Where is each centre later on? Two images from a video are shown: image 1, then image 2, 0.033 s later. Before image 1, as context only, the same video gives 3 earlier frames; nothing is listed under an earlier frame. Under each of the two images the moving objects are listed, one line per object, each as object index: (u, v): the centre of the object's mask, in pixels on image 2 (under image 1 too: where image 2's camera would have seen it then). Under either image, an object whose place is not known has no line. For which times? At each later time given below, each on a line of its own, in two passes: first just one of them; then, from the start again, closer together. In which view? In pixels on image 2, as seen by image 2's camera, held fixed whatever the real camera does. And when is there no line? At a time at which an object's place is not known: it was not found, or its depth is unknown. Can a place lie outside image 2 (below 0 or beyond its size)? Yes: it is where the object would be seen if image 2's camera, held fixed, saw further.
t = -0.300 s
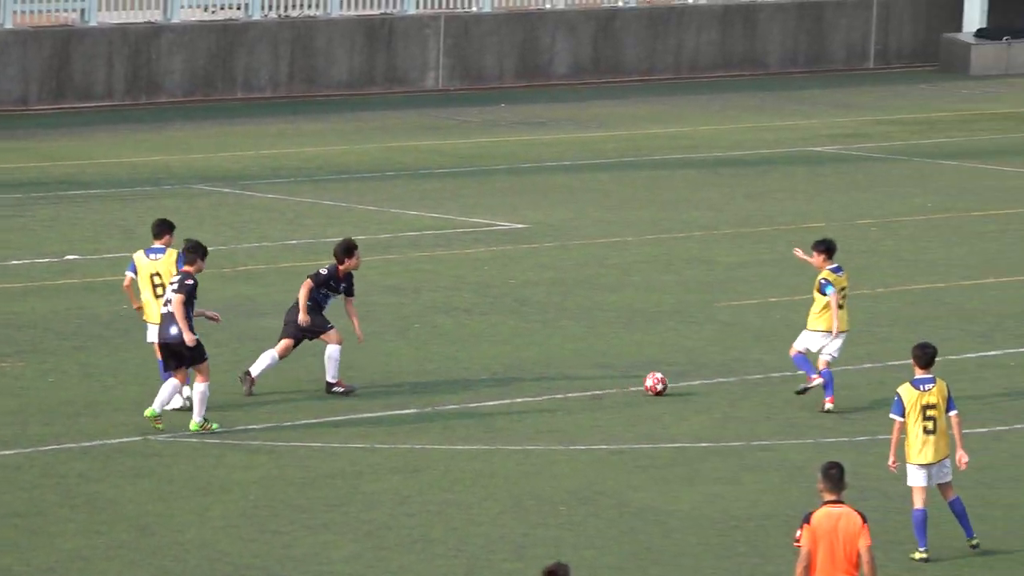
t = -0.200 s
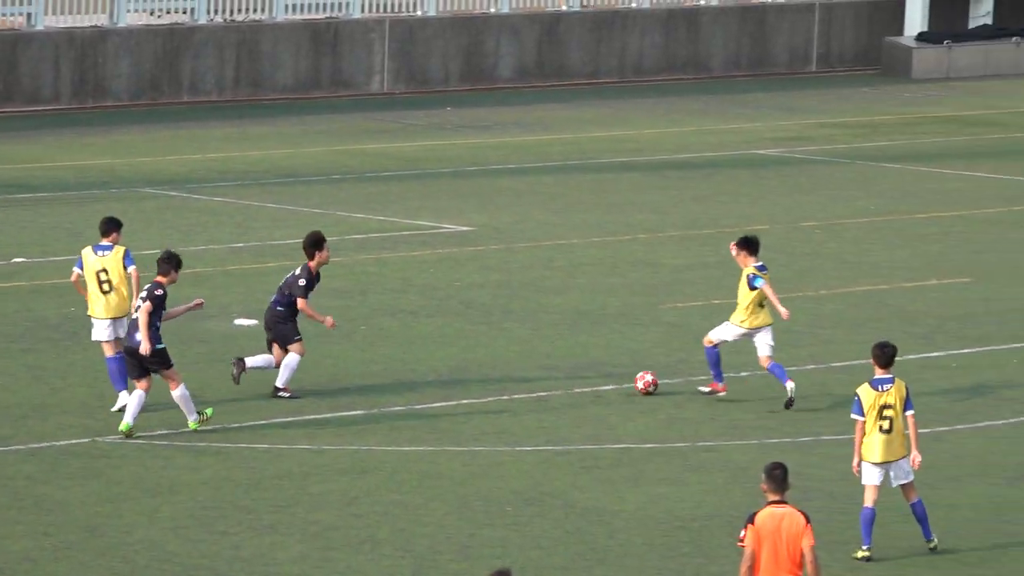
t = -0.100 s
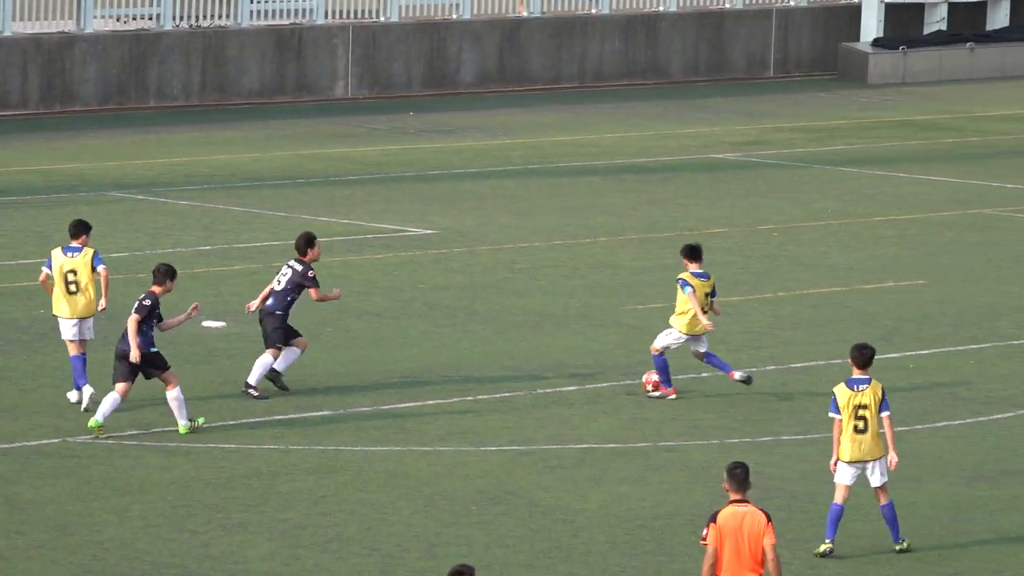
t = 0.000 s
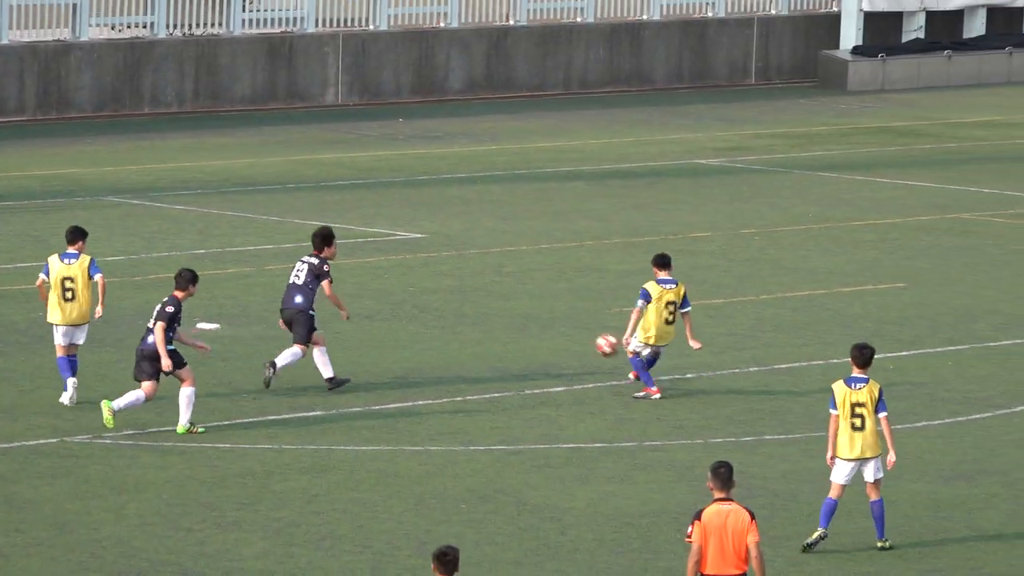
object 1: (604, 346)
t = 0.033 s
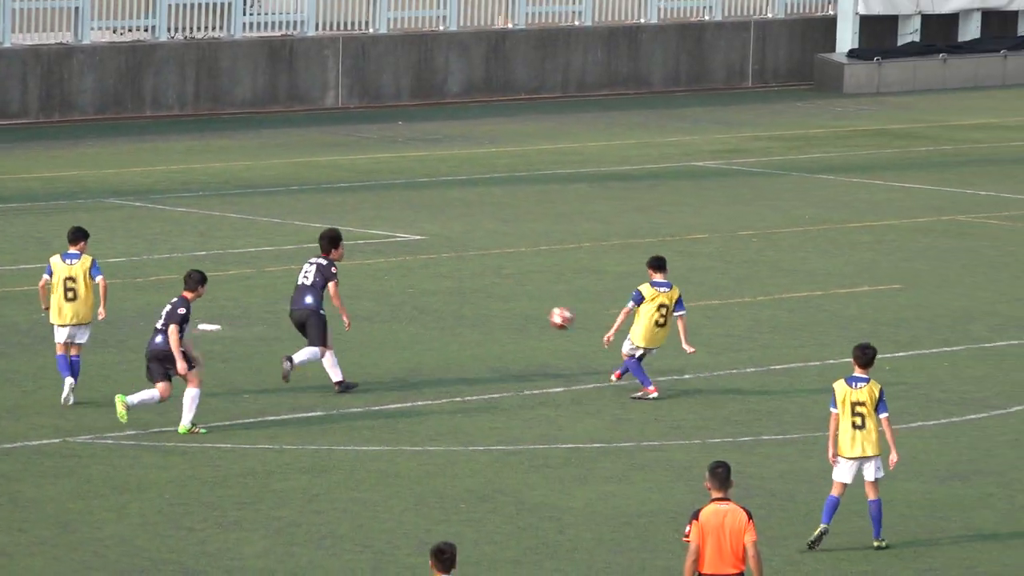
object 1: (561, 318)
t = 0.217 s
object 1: (332, 185)
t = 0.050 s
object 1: (538, 305)
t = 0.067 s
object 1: (517, 291)
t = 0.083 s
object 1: (495, 278)
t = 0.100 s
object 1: (474, 265)
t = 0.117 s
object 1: (452, 253)
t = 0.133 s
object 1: (431, 241)
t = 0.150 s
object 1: (411, 229)
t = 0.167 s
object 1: (391, 218)
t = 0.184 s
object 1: (370, 207)
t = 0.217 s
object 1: (332, 185)
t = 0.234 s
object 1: (316, 175)
